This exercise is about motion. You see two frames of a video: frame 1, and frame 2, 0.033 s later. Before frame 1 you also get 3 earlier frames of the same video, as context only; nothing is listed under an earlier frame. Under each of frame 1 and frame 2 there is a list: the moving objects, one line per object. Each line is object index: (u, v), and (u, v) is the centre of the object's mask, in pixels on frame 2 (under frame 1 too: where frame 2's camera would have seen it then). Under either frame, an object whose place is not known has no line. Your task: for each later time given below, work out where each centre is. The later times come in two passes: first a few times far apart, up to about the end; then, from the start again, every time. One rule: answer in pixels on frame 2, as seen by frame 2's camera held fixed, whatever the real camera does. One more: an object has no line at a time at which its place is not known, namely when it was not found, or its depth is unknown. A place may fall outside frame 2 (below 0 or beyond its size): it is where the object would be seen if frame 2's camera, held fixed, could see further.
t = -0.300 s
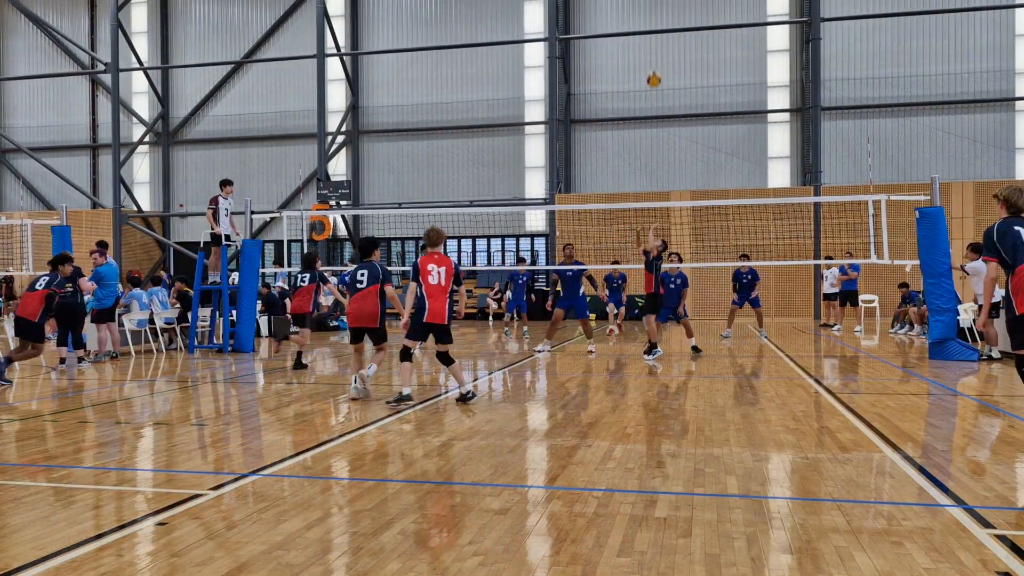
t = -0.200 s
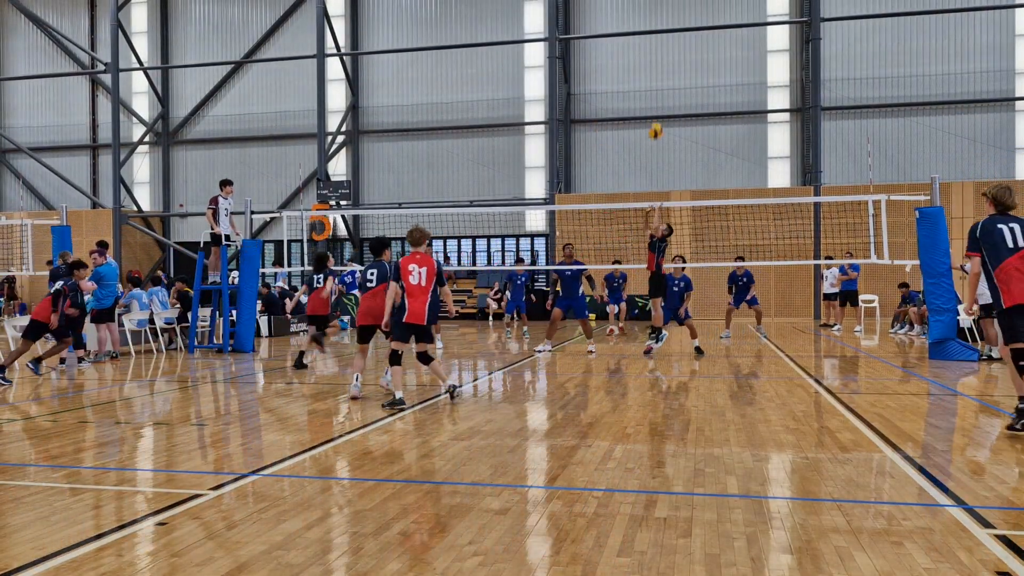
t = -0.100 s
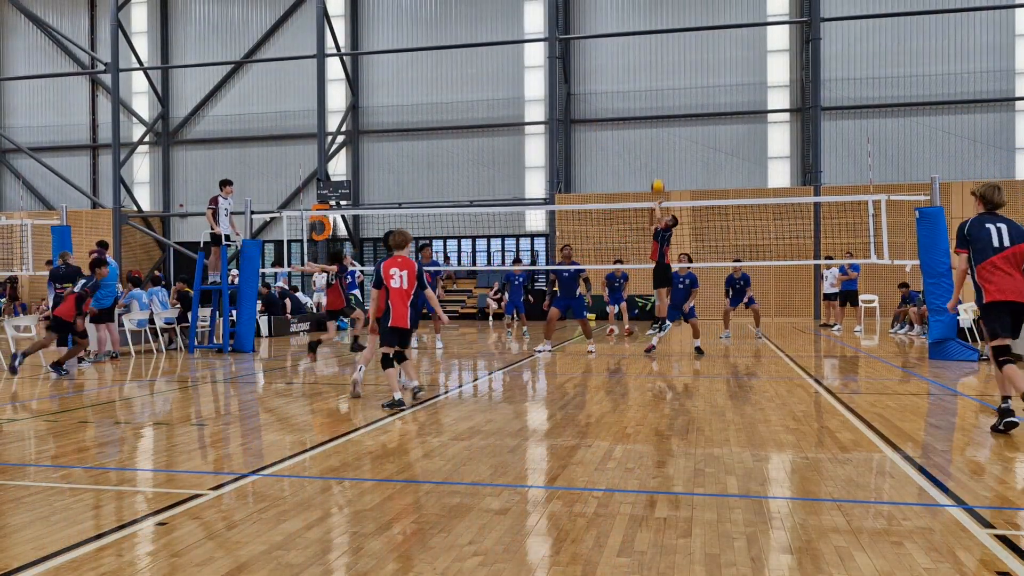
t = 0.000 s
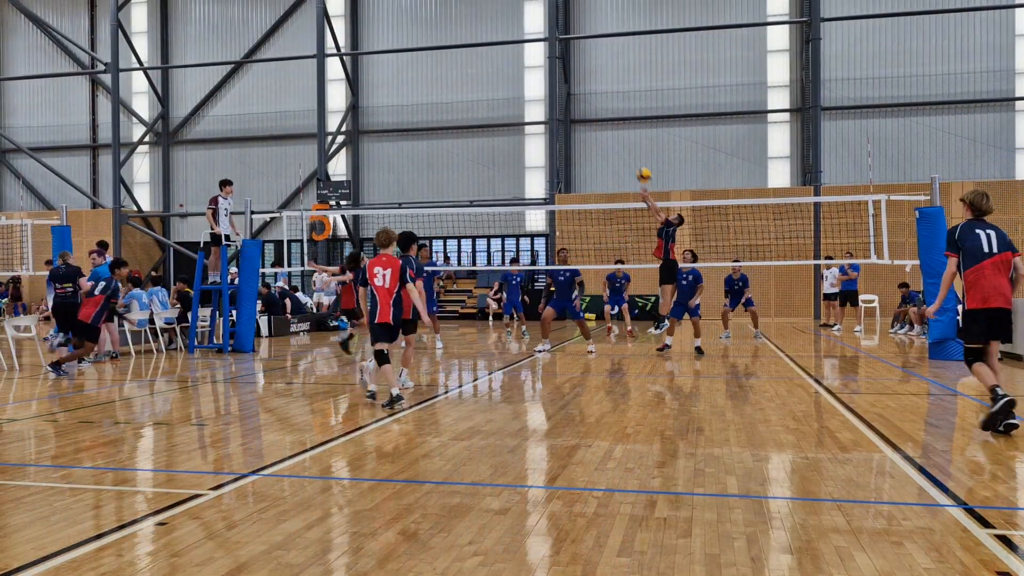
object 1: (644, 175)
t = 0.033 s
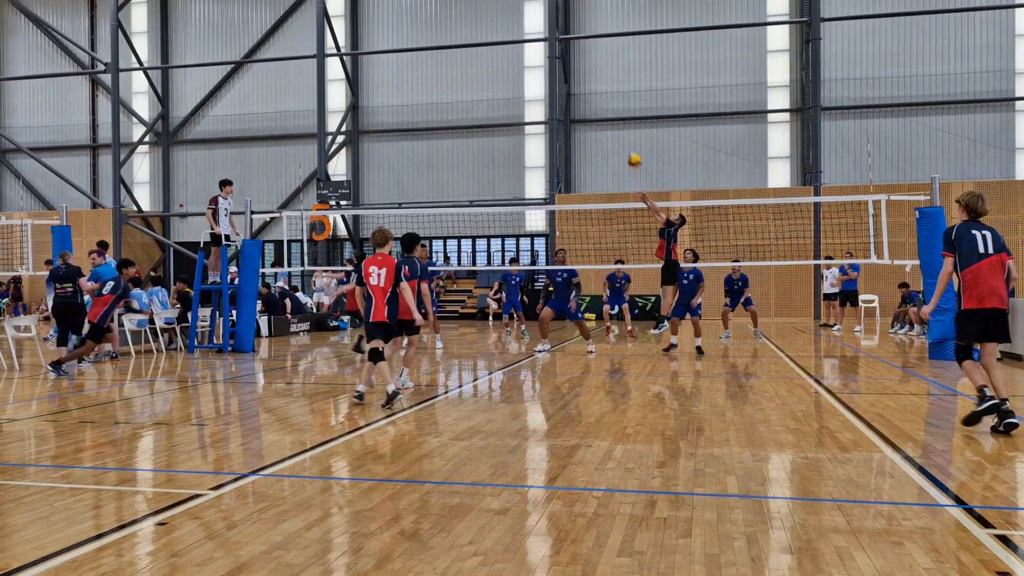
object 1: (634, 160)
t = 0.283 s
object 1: (567, 75)
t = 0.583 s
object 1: (495, 30)
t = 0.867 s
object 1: (433, 41)
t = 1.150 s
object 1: (377, 99)
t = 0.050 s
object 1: (629, 153)
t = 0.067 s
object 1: (625, 146)
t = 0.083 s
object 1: (620, 140)
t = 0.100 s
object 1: (616, 133)
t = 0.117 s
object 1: (611, 126)
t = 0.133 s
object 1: (606, 120)
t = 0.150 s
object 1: (602, 114)
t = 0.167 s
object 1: (597, 109)
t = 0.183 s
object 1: (593, 103)
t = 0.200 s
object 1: (588, 98)
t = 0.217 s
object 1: (584, 93)
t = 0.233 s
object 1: (580, 88)
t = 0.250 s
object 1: (576, 84)
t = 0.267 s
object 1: (571, 79)
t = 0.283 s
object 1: (567, 75)
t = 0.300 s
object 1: (563, 71)
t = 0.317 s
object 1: (558, 67)
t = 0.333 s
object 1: (554, 63)
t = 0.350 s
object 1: (551, 60)
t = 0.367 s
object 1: (547, 57)
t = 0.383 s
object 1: (542, 54)
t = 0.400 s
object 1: (538, 51)
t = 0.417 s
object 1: (534, 48)
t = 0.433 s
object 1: (530, 45)
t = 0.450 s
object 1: (526, 43)
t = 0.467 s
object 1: (522, 40)
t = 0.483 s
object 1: (518, 38)
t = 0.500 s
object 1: (514, 37)
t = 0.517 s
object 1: (510, 35)
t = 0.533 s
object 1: (506, 34)
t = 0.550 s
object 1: (502, 32)
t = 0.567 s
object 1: (498, 31)
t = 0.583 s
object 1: (495, 30)
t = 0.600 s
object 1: (491, 30)
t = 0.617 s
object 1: (487, 29)
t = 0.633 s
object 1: (484, 29)
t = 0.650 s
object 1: (480, 28)
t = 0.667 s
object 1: (476, 28)
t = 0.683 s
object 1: (472, 28)
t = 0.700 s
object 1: (469, 29)
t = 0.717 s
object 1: (465, 29)
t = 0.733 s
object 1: (461, 30)
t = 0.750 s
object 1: (458, 31)
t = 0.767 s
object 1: (454, 32)
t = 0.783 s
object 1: (450, 33)
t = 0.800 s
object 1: (447, 34)
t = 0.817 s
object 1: (444, 36)
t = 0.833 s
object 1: (440, 38)
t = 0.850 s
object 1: (436, 39)
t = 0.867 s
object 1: (433, 41)
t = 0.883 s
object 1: (429, 44)
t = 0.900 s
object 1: (426, 46)
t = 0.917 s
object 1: (422, 48)
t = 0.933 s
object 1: (419, 51)
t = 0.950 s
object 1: (416, 53)
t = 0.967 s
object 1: (412, 56)
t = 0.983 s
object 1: (409, 59)
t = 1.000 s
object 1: (406, 63)
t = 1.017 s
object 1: (402, 66)
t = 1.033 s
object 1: (399, 70)
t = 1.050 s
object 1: (395, 74)
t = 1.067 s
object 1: (392, 77)
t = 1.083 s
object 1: (389, 81)
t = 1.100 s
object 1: (386, 85)
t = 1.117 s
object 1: (383, 89)
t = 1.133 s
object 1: (380, 94)
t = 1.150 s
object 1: (377, 99)
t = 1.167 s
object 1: (374, 103)
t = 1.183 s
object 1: (370, 108)
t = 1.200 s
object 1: (368, 113)
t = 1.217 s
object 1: (365, 118)
